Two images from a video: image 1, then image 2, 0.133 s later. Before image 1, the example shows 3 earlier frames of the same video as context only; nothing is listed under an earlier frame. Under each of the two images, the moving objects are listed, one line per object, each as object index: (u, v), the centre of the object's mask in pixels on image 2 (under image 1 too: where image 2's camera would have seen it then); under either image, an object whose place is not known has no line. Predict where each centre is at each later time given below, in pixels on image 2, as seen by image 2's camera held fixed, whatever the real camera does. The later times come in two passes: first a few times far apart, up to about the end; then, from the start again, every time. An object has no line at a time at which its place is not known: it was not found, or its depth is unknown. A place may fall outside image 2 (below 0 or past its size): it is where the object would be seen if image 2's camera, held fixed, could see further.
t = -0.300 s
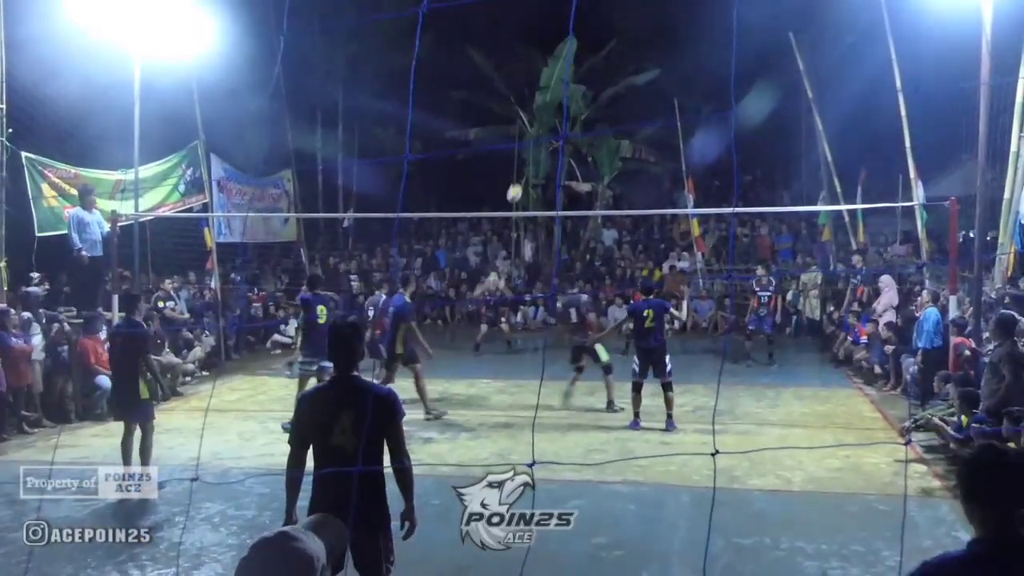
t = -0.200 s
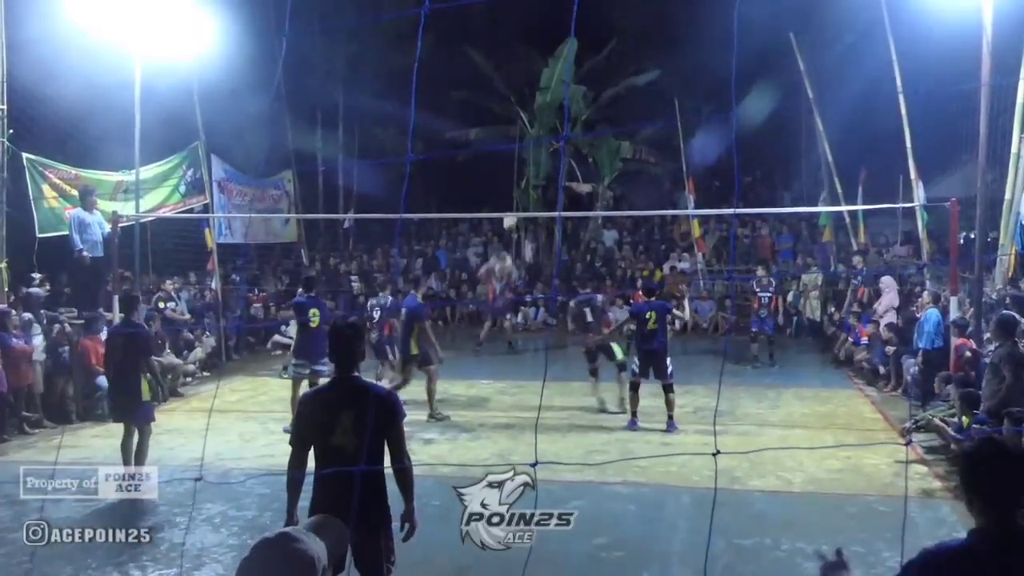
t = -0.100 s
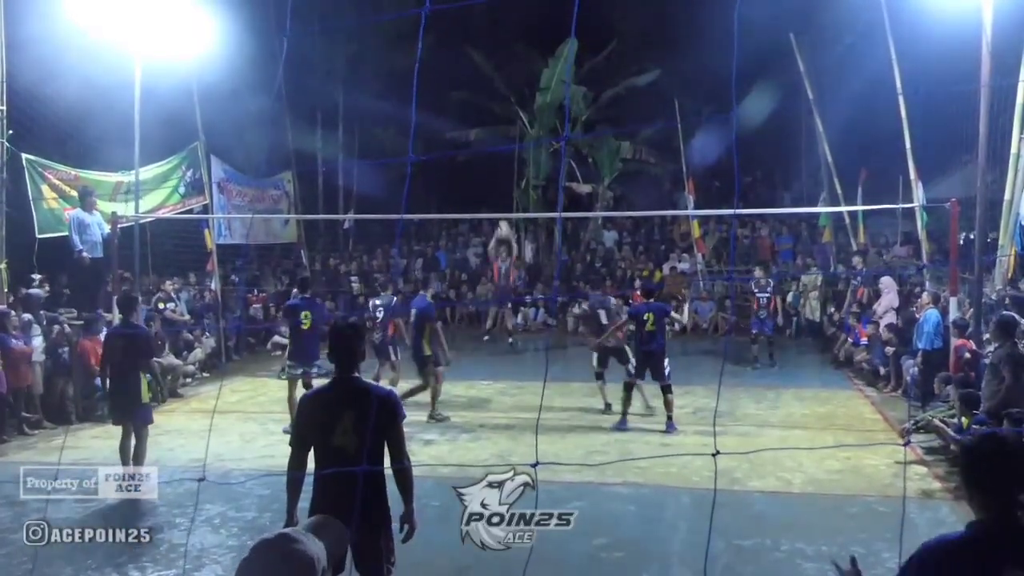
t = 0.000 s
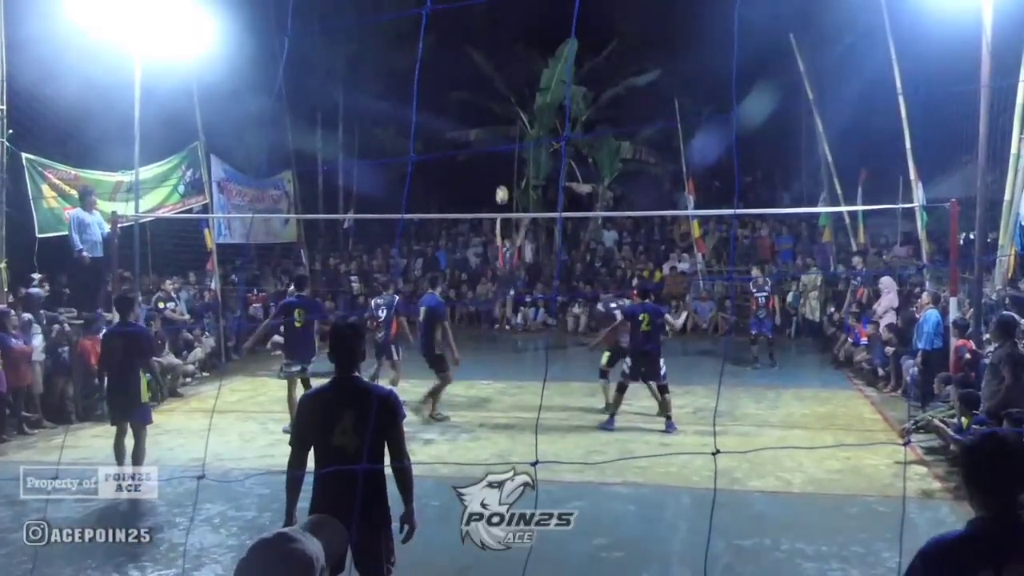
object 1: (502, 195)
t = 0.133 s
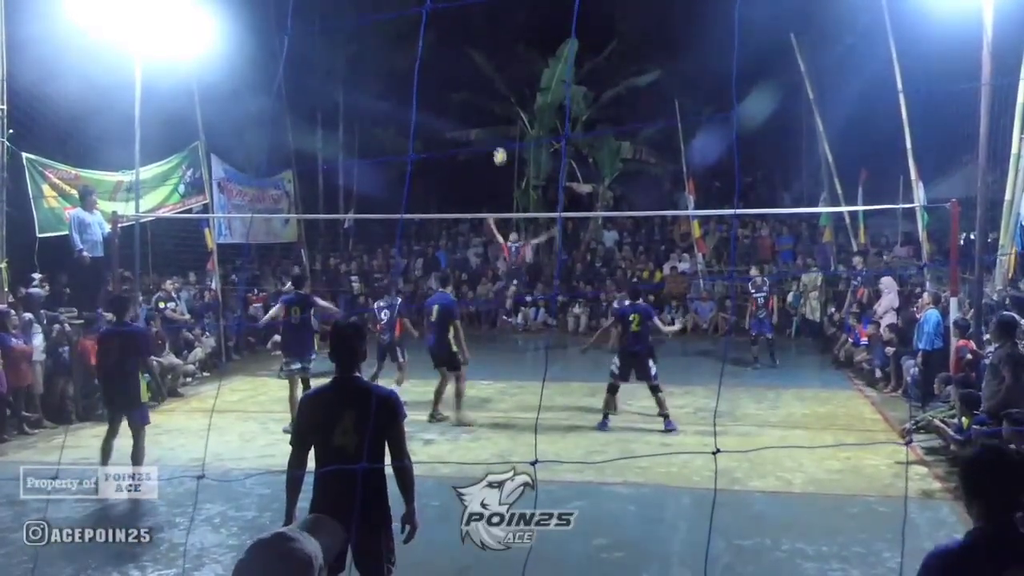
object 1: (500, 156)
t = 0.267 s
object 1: (497, 127)
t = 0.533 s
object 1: (491, 98)
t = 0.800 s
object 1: (483, 113)
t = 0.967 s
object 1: (479, 146)
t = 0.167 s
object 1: (499, 148)
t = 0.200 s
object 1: (498, 140)
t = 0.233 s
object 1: (498, 133)
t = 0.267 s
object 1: (497, 127)
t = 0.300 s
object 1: (496, 121)
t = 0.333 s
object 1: (495, 116)
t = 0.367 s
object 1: (495, 111)
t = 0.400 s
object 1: (494, 108)
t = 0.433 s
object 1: (493, 104)
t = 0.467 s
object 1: (492, 102)
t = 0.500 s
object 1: (491, 100)
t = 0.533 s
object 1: (491, 98)
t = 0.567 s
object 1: (490, 98)
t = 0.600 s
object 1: (489, 98)
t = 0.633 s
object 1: (488, 98)
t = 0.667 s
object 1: (487, 100)
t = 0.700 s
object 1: (487, 102)
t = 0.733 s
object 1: (486, 105)
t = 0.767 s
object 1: (485, 109)
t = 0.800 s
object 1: (483, 113)
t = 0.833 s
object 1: (483, 118)
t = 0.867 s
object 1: (482, 124)
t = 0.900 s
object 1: (481, 131)
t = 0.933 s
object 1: (480, 138)
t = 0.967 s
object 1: (479, 146)
